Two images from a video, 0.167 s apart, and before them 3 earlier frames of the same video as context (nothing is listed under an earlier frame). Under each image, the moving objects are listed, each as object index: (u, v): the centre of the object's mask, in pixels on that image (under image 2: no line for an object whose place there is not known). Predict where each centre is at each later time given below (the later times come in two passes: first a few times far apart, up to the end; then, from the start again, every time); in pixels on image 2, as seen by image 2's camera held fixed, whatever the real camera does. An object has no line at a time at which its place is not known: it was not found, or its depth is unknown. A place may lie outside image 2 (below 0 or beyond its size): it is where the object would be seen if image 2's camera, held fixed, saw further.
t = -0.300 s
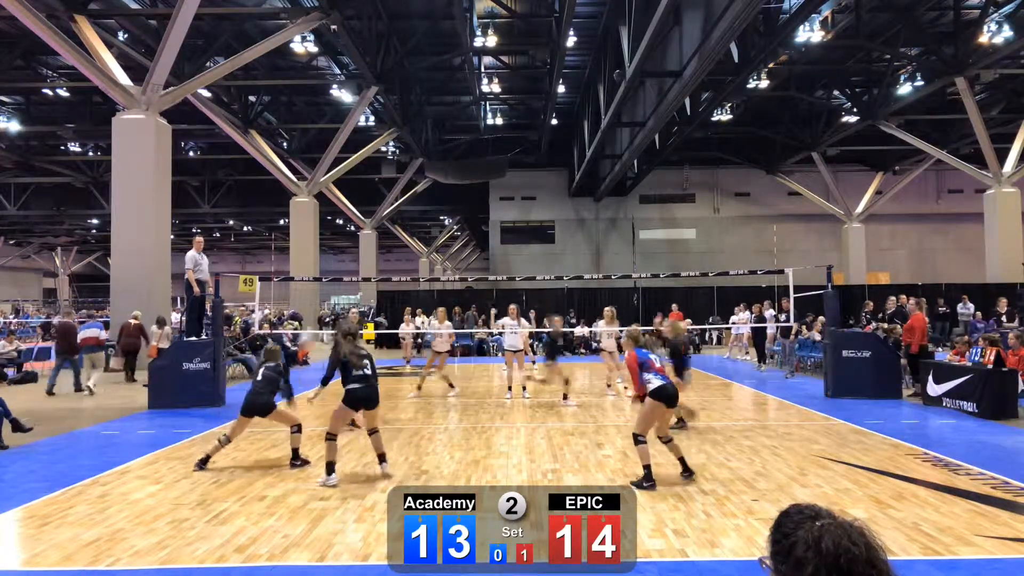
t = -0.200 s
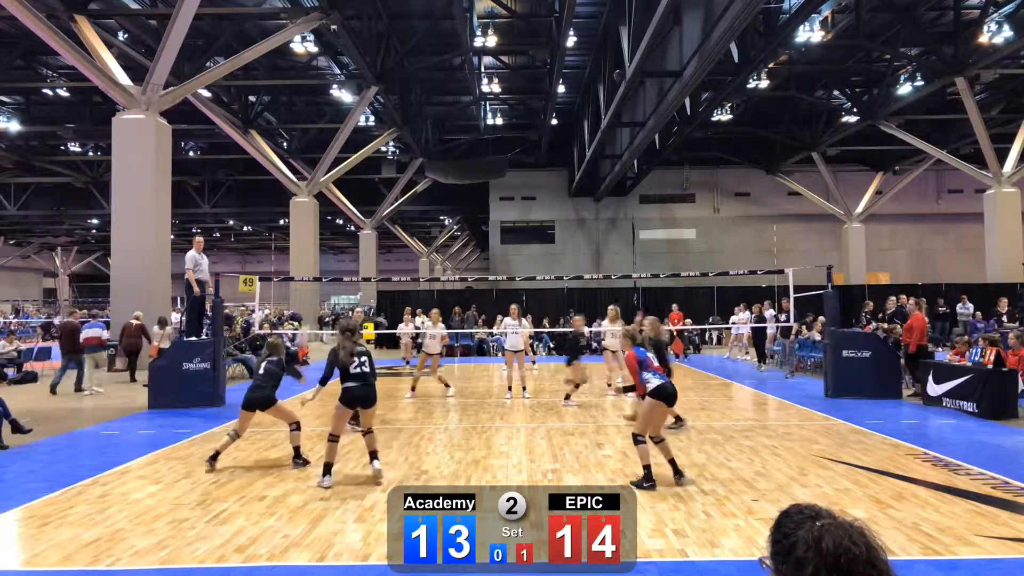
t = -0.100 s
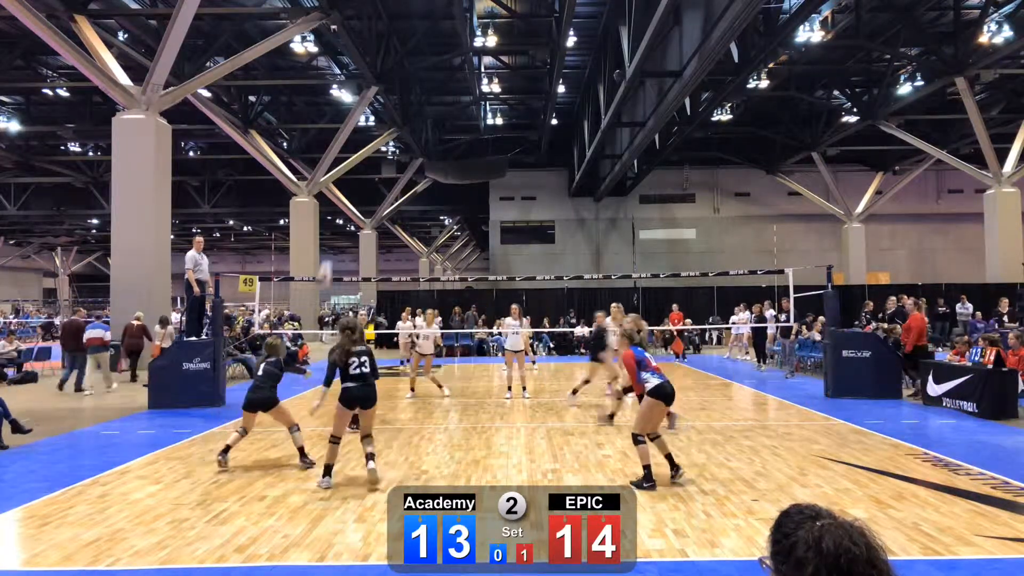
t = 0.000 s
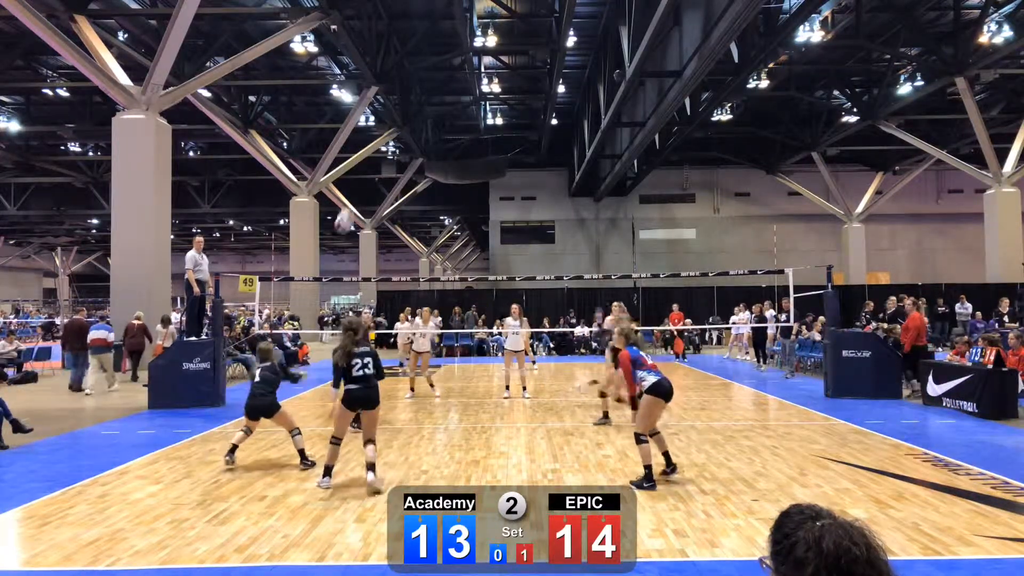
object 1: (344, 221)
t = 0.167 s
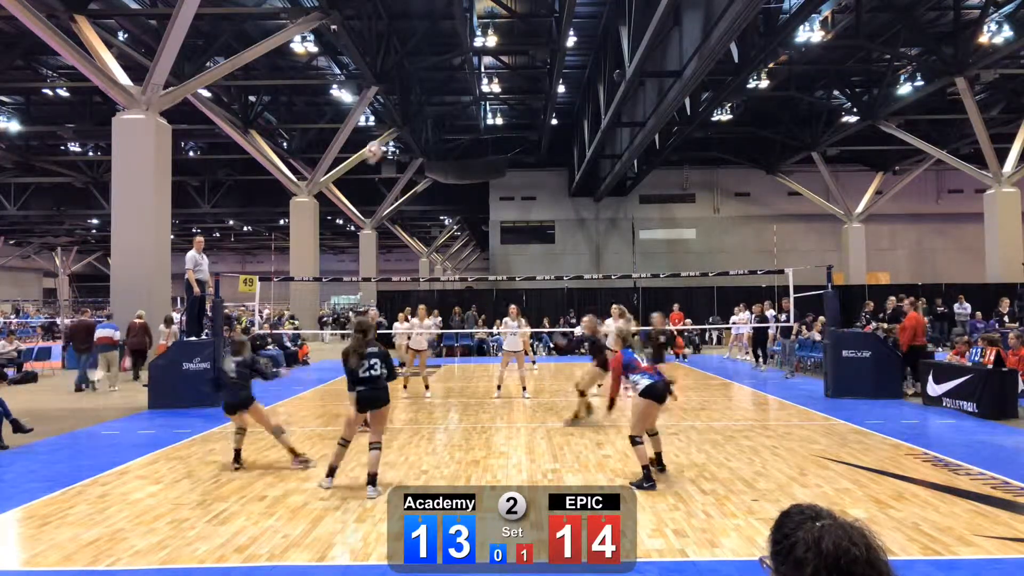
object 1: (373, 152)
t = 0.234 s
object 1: (384, 131)
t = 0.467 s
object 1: (418, 90)
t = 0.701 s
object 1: (451, 88)
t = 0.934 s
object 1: (481, 123)
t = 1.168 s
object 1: (511, 191)
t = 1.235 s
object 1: (518, 214)
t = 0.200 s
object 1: (379, 140)
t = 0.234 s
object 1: (384, 131)
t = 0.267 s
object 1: (389, 123)
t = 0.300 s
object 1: (394, 116)
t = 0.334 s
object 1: (399, 109)
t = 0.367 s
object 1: (404, 103)
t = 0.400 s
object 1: (409, 97)
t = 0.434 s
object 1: (414, 93)
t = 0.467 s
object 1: (418, 90)
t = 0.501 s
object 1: (423, 87)
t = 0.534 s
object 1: (428, 85)
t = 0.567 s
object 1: (433, 84)
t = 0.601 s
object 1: (437, 84)
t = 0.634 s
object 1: (442, 85)
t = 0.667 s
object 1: (446, 86)
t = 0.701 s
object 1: (451, 88)
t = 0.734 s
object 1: (455, 91)
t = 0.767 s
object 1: (460, 95)
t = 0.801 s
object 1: (464, 99)
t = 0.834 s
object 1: (469, 104)
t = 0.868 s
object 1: (473, 110)
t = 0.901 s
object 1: (477, 116)
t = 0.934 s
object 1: (481, 123)
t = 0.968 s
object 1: (486, 131)
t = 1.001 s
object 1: (490, 139)
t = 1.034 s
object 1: (494, 149)
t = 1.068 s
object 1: (499, 158)
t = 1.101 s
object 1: (503, 168)
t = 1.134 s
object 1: (507, 179)
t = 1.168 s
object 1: (511, 191)
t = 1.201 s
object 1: (515, 202)
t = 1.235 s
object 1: (518, 214)
